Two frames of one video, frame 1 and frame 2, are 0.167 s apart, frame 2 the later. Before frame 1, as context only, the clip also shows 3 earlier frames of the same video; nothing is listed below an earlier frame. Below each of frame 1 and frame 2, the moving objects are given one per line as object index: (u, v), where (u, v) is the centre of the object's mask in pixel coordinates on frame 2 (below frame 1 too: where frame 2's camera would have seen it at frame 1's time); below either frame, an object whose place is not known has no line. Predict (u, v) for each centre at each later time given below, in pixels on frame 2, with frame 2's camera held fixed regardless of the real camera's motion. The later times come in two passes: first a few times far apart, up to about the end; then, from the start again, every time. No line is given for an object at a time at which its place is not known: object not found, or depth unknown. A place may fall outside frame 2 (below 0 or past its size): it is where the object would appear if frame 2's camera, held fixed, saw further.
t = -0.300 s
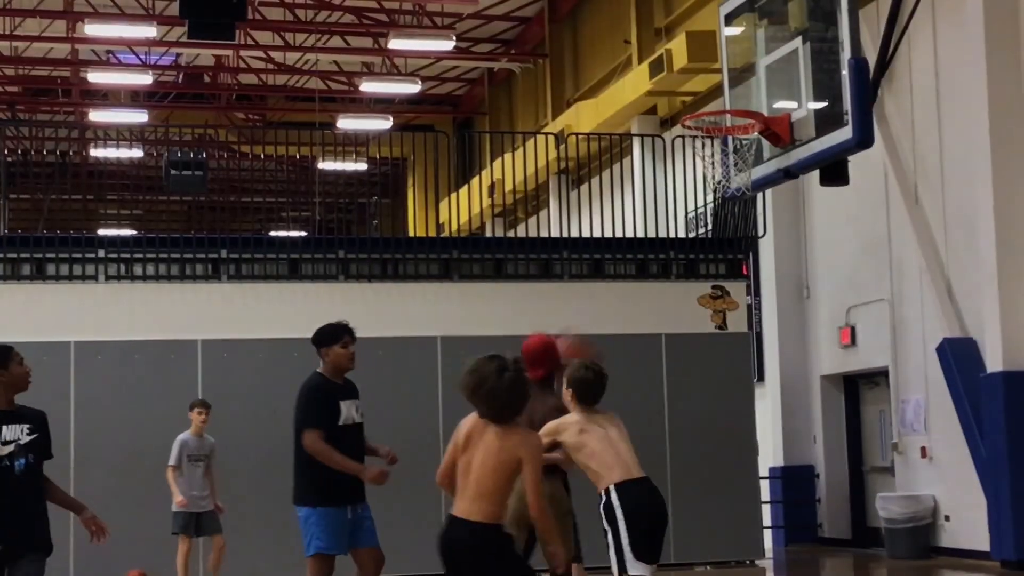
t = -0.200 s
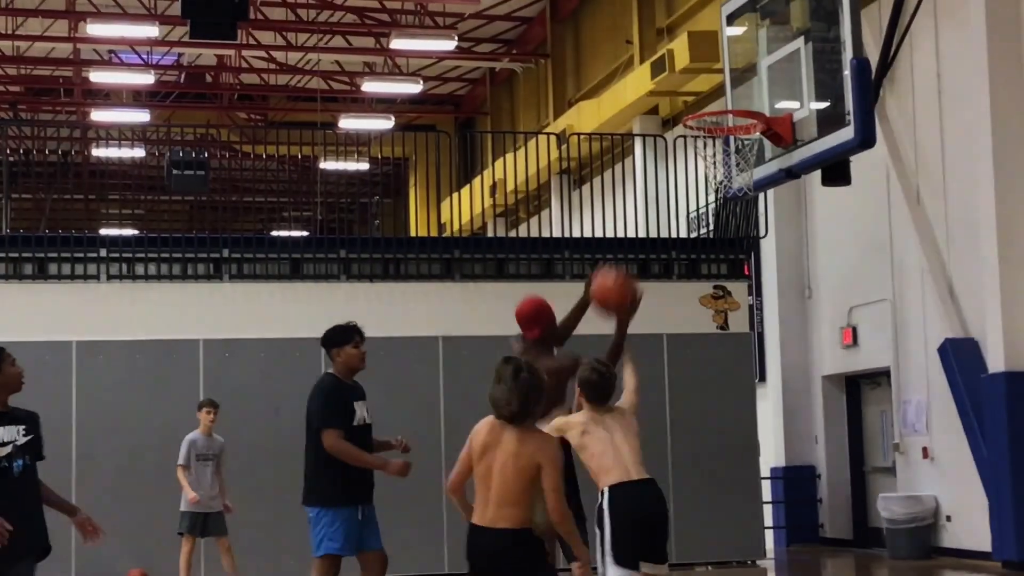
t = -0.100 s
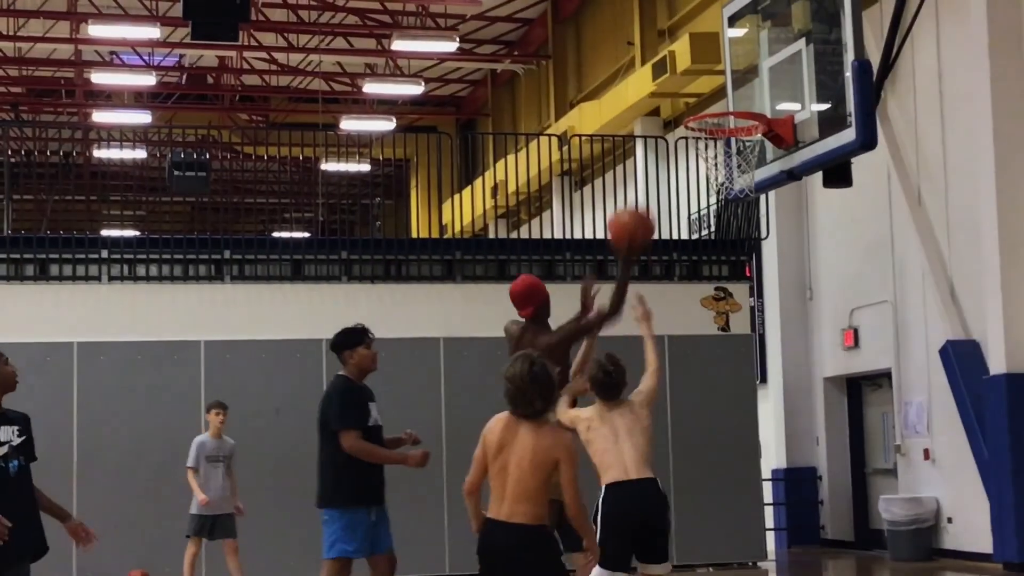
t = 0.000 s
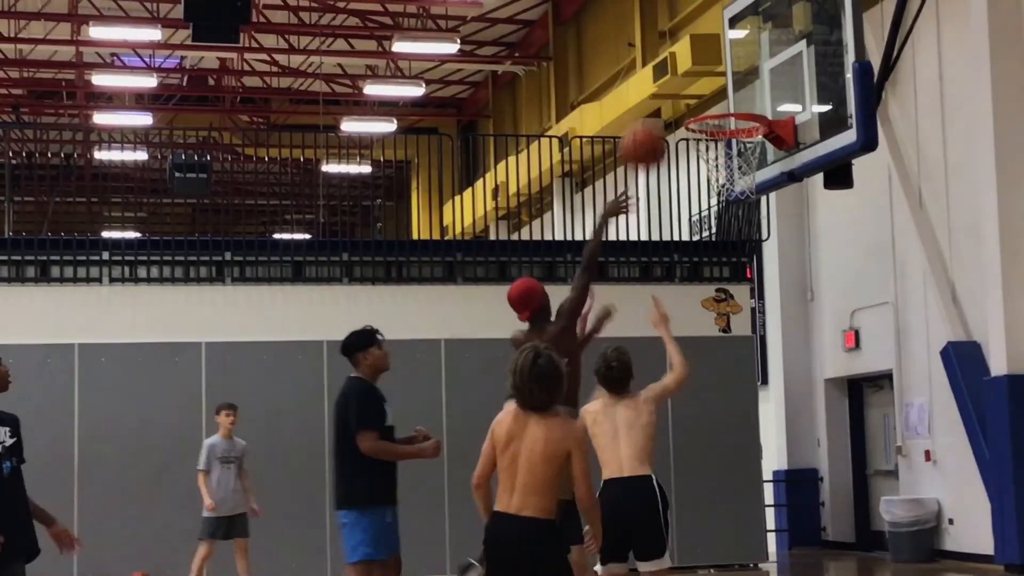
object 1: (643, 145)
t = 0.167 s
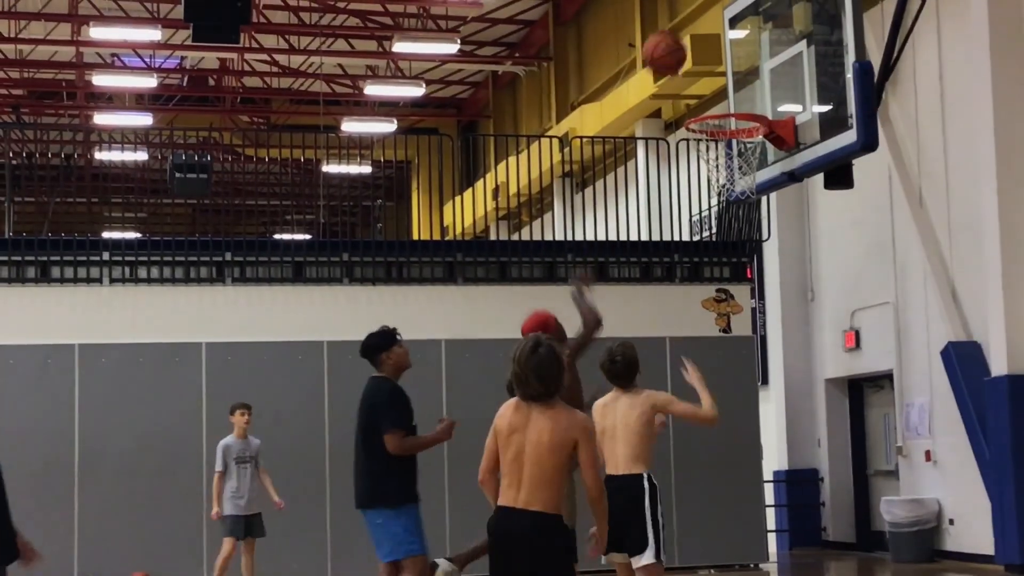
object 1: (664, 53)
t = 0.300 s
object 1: (681, 20)
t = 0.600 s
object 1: (718, 52)
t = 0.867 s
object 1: (686, 162)
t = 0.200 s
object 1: (668, 42)
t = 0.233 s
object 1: (673, 31)
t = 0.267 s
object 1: (677, 25)
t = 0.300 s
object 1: (681, 20)
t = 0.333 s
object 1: (686, 18)
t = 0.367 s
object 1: (689, 17)
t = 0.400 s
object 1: (693, 17)
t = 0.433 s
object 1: (698, 17)
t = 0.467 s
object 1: (702, 20)
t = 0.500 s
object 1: (706, 26)
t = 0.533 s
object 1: (710, 33)
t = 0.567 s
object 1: (715, 42)
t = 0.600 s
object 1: (718, 52)
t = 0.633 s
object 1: (723, 63)
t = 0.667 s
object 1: (728, 77)
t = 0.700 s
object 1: (731, 91)
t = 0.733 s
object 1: (721, 100)
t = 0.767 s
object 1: (713, 113)
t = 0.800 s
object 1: (698, 126)
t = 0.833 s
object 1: (689, 147)
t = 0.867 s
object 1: (686, 162)
